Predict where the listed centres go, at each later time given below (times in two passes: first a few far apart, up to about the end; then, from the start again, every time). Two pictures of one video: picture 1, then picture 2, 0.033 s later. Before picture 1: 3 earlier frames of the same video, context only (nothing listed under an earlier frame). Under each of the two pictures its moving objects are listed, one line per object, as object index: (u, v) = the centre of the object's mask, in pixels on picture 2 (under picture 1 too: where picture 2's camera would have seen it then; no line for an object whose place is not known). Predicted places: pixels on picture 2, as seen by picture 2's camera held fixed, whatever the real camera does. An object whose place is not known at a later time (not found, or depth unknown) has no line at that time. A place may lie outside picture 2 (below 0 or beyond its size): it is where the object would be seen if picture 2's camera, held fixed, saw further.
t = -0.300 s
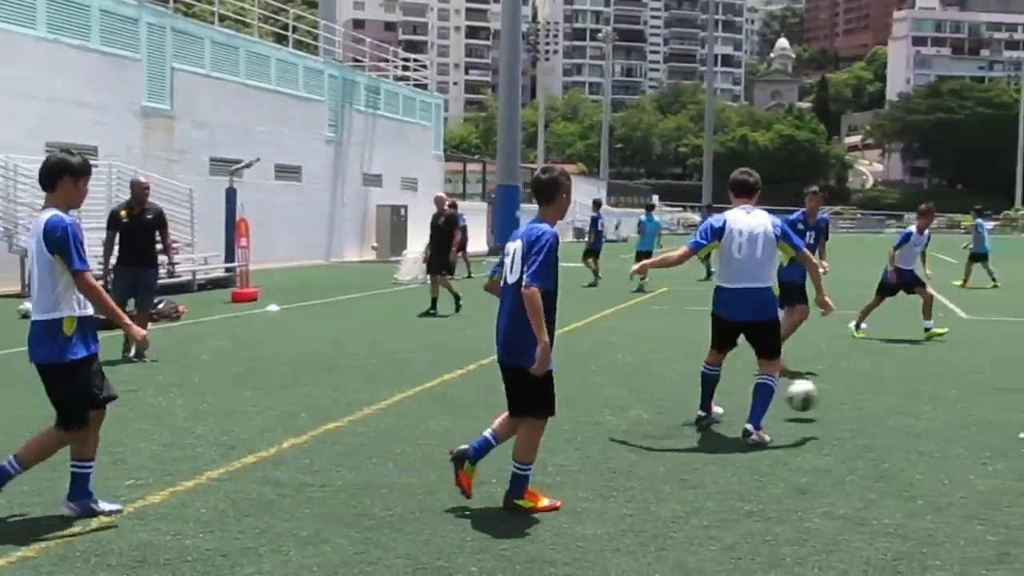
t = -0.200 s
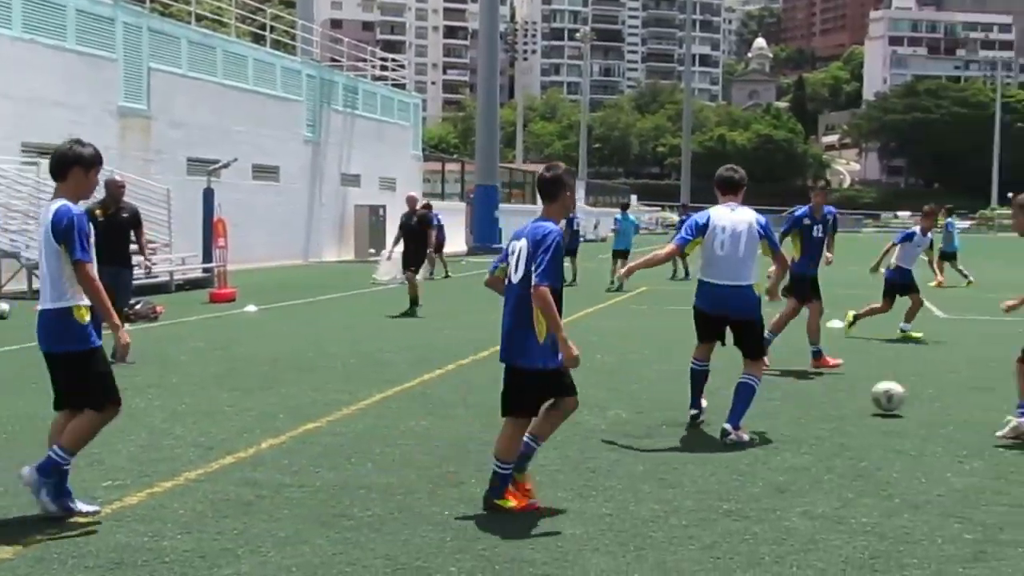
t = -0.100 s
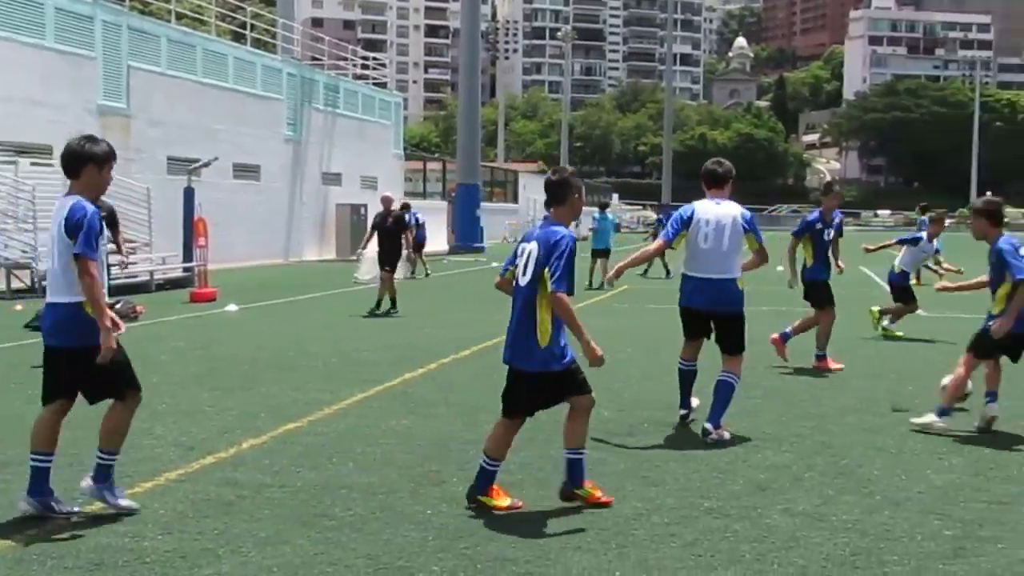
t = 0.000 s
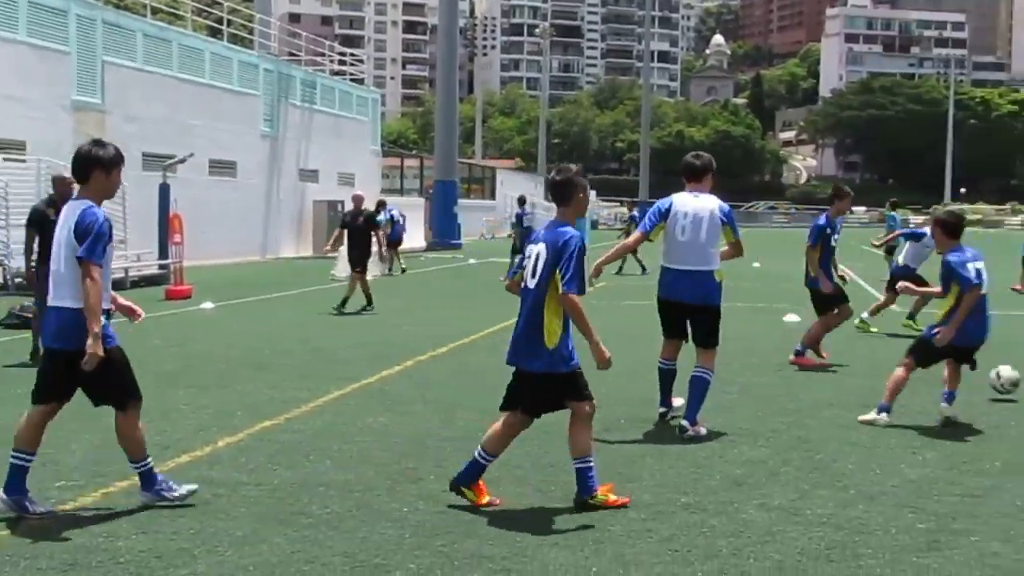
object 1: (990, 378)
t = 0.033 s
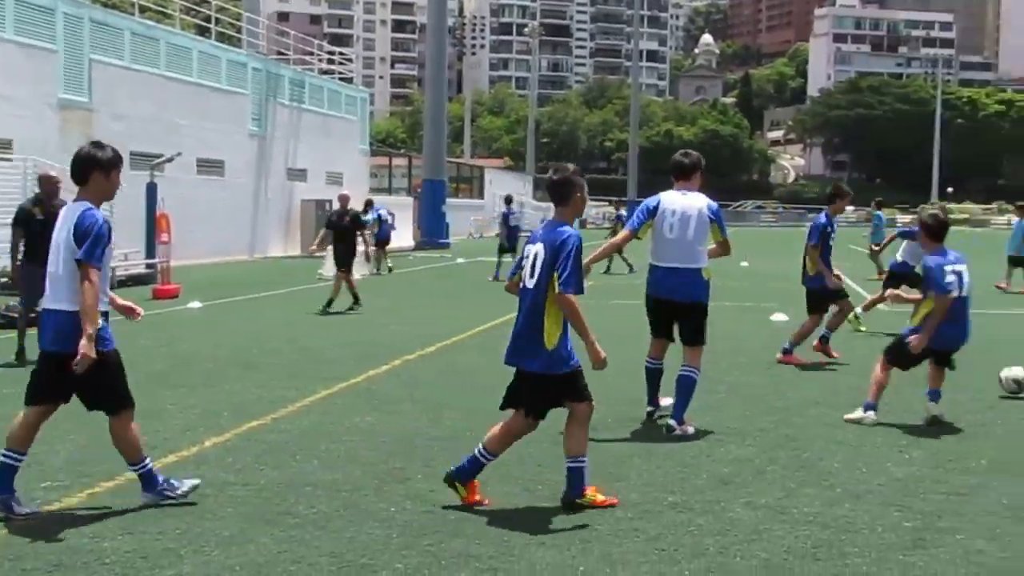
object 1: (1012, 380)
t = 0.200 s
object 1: (1106, 372)
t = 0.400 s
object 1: (1200, 369)
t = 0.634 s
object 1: (1297, 366)
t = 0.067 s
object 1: (1033, 383)
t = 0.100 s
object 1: (1053, 378)
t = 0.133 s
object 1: (1072, 375)
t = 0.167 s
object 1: (1090, 373)
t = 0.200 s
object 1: (1106, 372)
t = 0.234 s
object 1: (1123, 373)
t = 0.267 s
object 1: (1140, 375)
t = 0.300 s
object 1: (1156, 379)
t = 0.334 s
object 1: (1170, 375)
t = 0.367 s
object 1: (1185, 371)
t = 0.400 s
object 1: (1200, 369)
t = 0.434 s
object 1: (1214, 369)
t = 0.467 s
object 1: (1229, 370)
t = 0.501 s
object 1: (1242, 374)
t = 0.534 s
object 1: (1257, 373)
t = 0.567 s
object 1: (1270, 369)
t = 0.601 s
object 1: (1283, 367)
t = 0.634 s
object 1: (1297, 366)
